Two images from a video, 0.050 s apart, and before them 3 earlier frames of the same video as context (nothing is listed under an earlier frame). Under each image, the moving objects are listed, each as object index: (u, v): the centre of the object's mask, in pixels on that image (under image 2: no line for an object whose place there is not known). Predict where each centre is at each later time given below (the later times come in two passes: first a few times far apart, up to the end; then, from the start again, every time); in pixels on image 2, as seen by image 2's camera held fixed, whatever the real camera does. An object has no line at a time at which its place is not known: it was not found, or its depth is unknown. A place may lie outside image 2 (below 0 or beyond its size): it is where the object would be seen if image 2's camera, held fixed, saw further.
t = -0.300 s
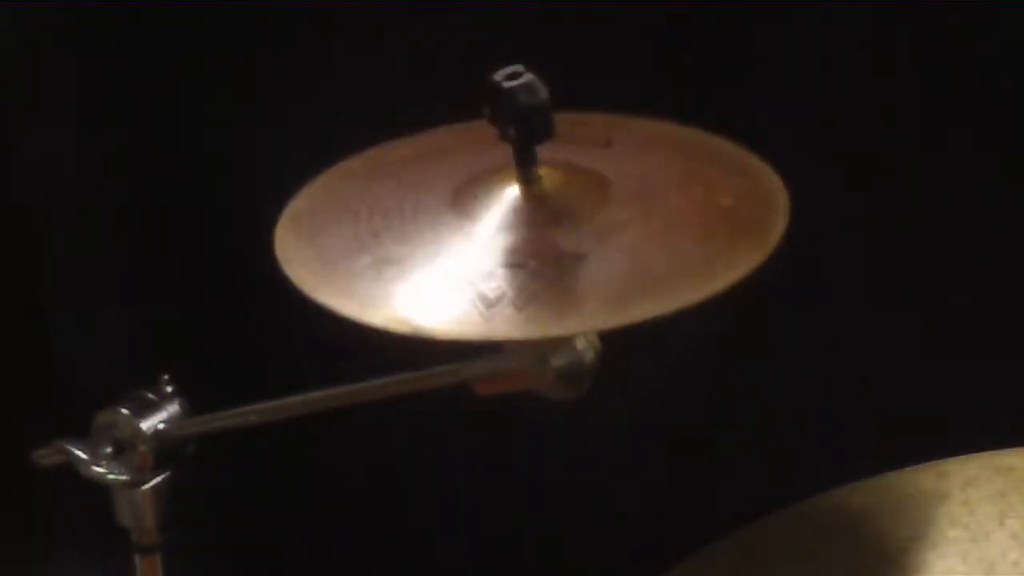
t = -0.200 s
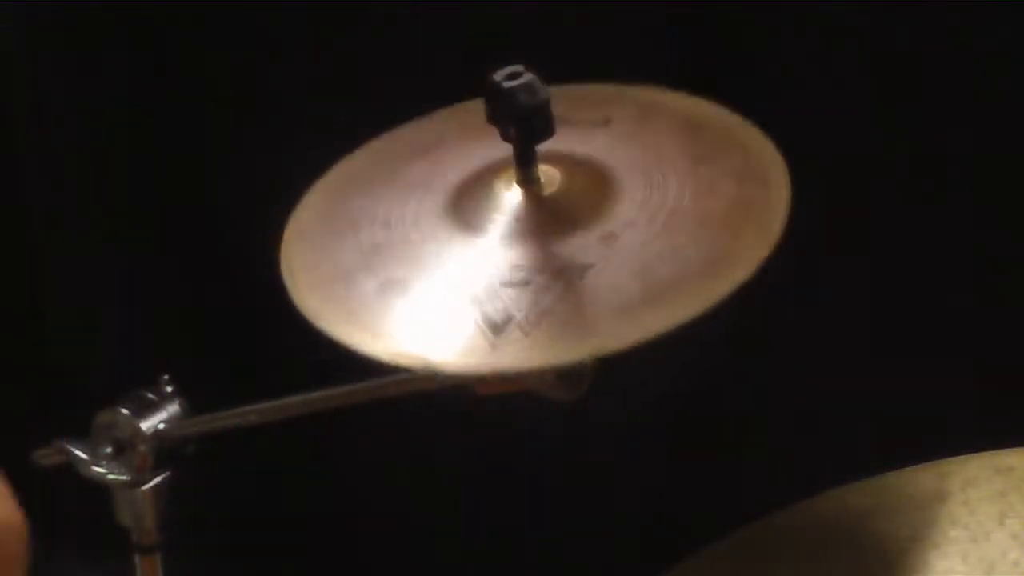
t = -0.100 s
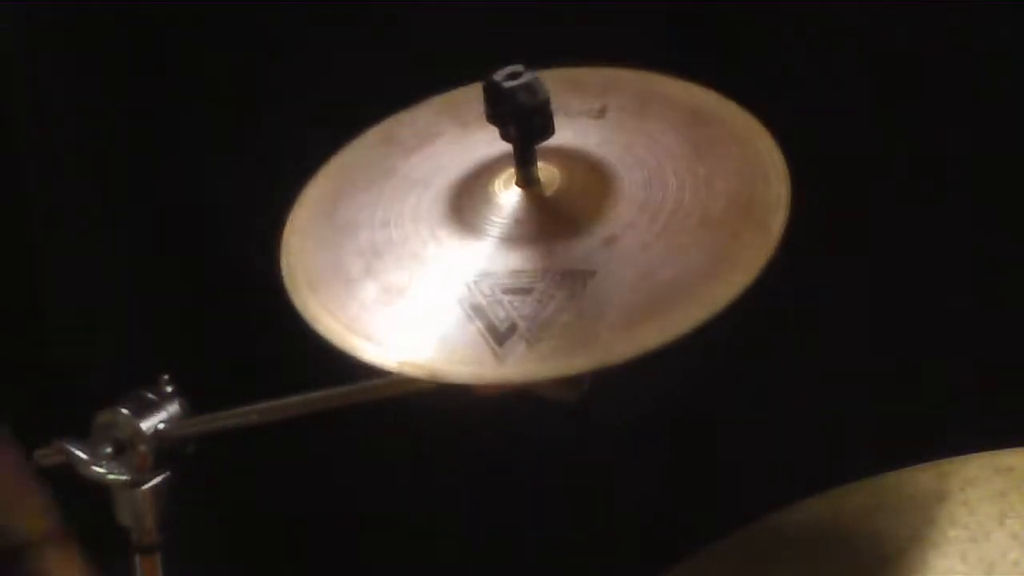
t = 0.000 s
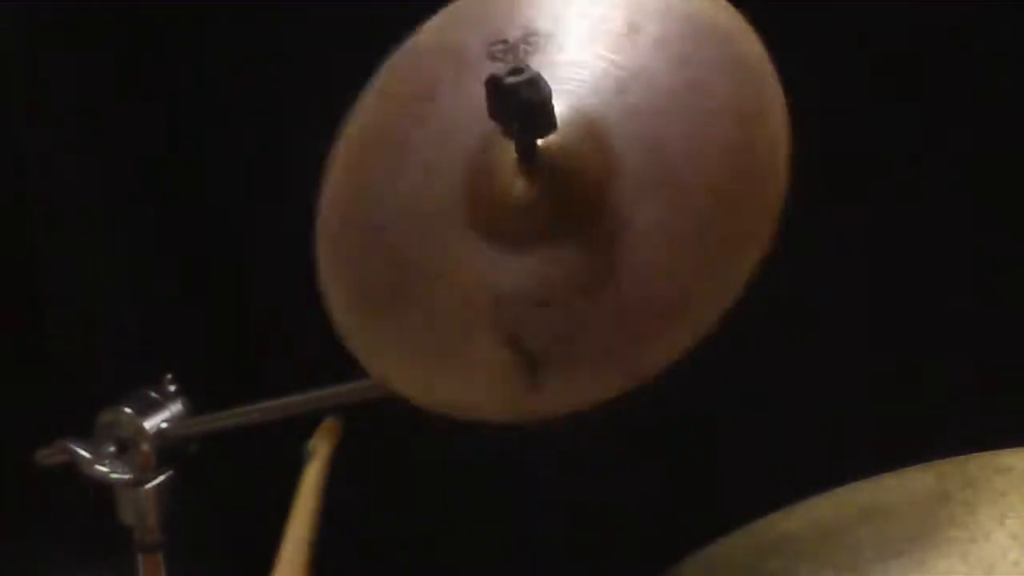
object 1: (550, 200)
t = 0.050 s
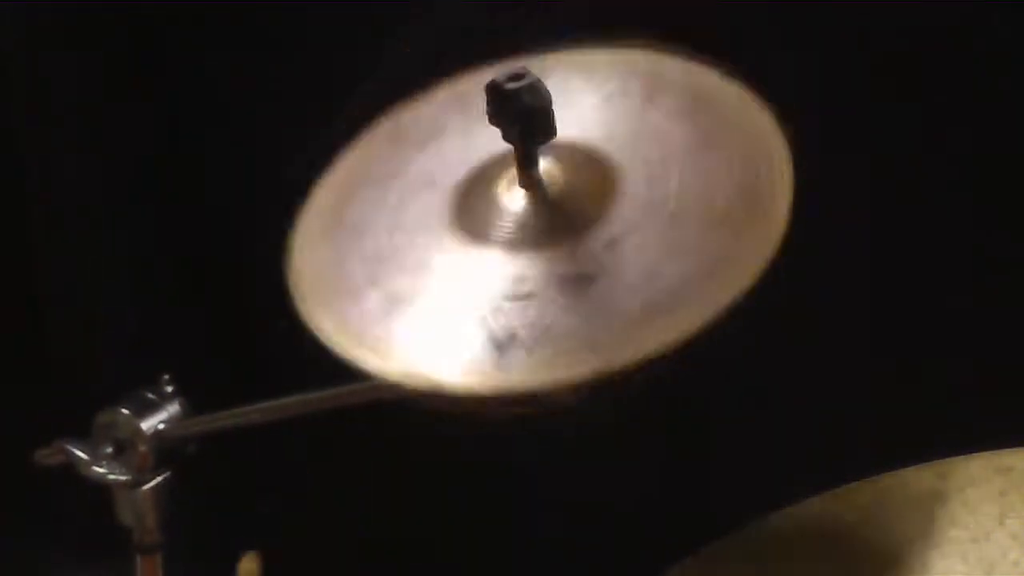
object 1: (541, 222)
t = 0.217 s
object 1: (523, 220)
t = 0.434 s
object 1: (537, 221)
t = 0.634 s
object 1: (534, 229)
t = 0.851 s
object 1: (536, 231)
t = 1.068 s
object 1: (536, 231)
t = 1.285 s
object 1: (536, 232)
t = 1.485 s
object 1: (536, 232)
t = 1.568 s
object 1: (536, 232)
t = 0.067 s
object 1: (535, 229)
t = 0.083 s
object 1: (531, 225)
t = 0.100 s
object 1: (526, 223)
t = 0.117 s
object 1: (519, 221)
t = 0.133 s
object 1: (521, 215)
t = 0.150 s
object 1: (522, 213)
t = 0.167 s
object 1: (521, 213)
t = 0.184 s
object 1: (517, 215)
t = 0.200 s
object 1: (519, 217)
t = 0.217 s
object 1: (523, 220)
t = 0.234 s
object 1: (524, 223)
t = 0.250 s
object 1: (525, 226)
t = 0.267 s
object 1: (530, 228)
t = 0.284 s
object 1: (531, 232)
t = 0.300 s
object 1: (534, 234)
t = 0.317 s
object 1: (538, 232)
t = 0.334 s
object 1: (540, 231)
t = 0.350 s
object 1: (541, 223)
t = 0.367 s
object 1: (541, 221)
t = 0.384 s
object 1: (540, 219)
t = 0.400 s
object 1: (540, 219)
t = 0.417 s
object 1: (538, 220)
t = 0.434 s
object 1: (537, 221)
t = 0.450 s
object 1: (536, 222)
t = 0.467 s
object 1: (536, 229)
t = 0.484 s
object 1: (535, 230)
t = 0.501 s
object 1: (535, 230)
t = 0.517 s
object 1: (534, 231)
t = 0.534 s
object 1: (534, 230)
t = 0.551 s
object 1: (533, 230)
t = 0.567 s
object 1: (532, 229)
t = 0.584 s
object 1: (532, 228)
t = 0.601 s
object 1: (533, 228)
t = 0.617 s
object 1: (534, 228)
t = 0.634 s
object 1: (534, 229)
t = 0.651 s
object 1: (534, 229)
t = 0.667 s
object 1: (535, 229)
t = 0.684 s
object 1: (535, 230)
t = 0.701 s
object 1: (536, 230)
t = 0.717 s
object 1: (537, 231)
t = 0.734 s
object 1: (537, 232)
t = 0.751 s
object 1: (538, 232)
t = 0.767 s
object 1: (537, 232)
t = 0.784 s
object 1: (537, 232)
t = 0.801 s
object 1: (537, 232)
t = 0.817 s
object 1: (536, 231)
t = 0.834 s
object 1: (536, 231)
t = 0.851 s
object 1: (536, 231)
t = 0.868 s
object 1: (535, 232)
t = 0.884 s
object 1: (535, 232)
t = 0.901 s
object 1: (535, 232)
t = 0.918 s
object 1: (535, 232)
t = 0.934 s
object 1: (535, 231)
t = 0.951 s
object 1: (535, 231)
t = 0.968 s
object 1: (535, 231)
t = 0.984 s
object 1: (535, 231)
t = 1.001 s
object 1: (536, 231)
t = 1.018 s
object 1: (536, 232)
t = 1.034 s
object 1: (536, 232)
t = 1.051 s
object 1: (536, 232)
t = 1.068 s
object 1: (536, 231)
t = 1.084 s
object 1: (536, 232)
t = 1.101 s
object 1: (536, 232)
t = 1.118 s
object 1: (536, 232)
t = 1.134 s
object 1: (536, 232)
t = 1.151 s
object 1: (536, 232)
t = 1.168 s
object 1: (536, 232)
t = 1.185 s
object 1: (536, 232)
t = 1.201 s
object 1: (536, 232)
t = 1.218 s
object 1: (536, 232)
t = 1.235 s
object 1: (536, 232)
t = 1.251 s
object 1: (536, 232)
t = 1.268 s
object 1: (536, 232)
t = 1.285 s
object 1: (536, 232)
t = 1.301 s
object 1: (536, 232)
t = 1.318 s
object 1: (536, 232)
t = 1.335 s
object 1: (536, 232)
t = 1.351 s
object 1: (536, 232)
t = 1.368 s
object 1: (536, 232)
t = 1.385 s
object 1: (536, 232)
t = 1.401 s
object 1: (536, 232)
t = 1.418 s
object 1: (536, 232)
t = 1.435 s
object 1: (536, 232)
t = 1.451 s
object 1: (536, 232)
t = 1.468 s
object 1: (536, 232)
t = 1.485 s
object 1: (536, 232)
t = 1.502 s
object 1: (536, 232)
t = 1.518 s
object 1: (536, 232)
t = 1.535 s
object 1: (536, 232)
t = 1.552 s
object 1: (536, 232)
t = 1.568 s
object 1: (536, 232)
